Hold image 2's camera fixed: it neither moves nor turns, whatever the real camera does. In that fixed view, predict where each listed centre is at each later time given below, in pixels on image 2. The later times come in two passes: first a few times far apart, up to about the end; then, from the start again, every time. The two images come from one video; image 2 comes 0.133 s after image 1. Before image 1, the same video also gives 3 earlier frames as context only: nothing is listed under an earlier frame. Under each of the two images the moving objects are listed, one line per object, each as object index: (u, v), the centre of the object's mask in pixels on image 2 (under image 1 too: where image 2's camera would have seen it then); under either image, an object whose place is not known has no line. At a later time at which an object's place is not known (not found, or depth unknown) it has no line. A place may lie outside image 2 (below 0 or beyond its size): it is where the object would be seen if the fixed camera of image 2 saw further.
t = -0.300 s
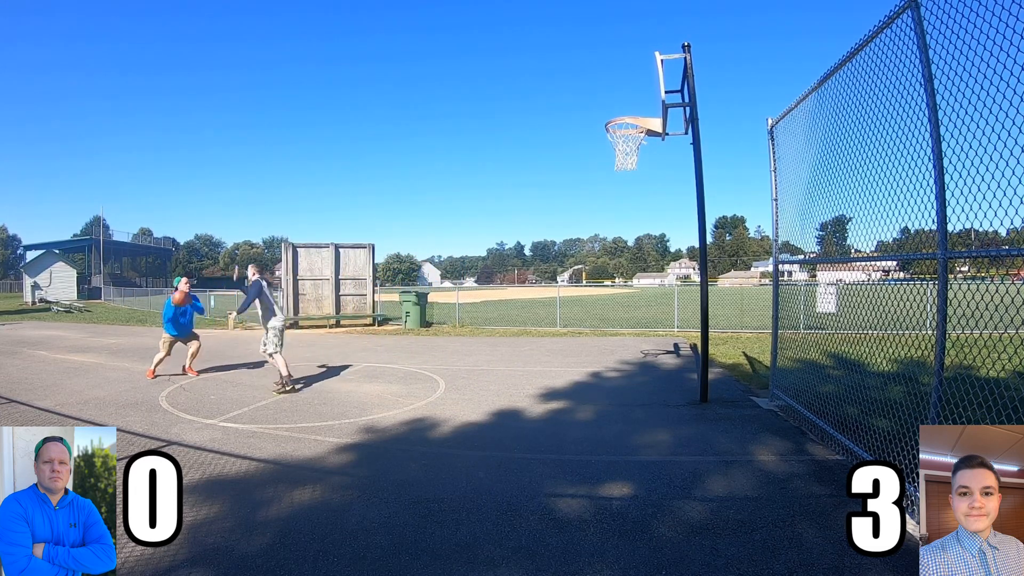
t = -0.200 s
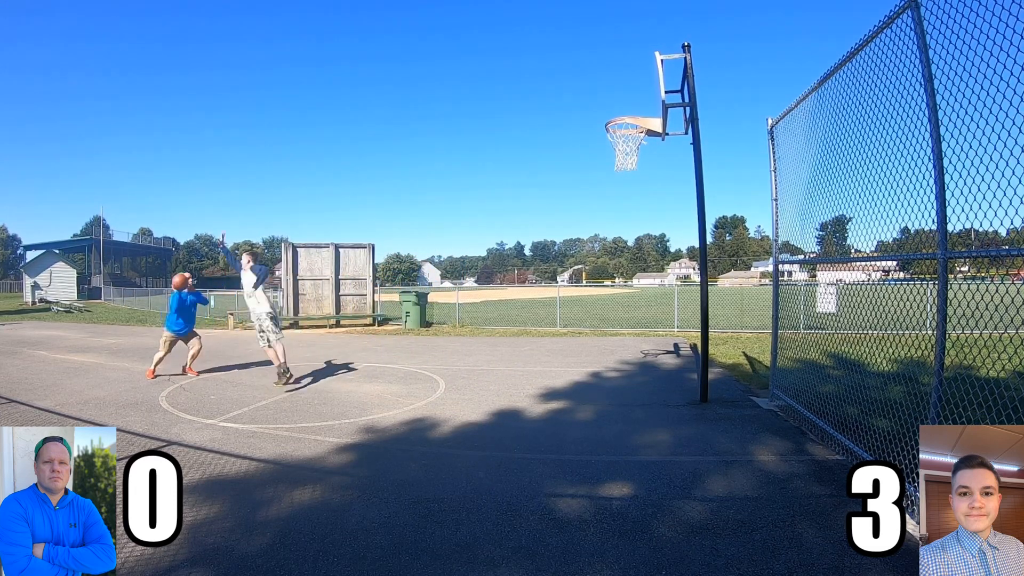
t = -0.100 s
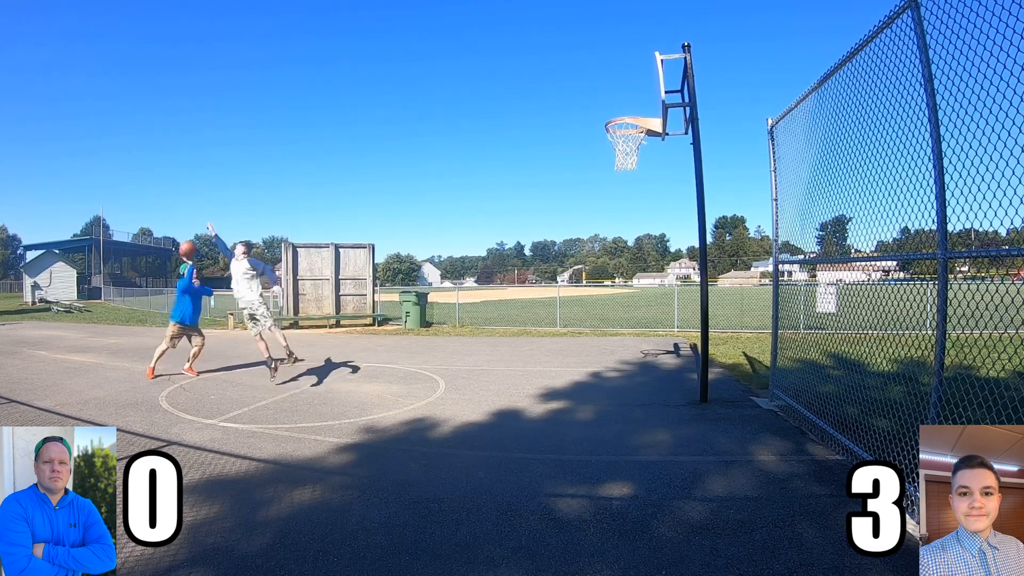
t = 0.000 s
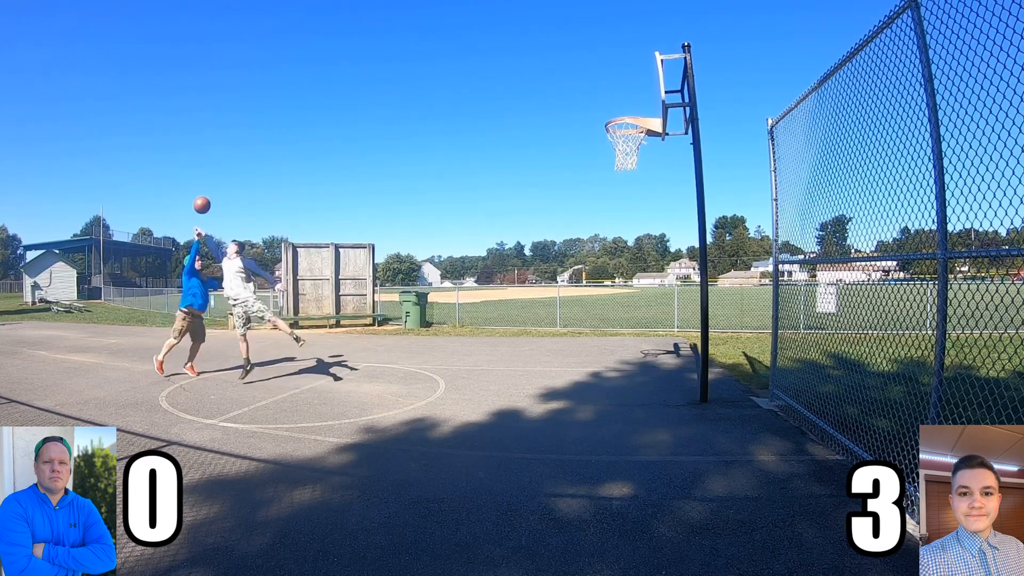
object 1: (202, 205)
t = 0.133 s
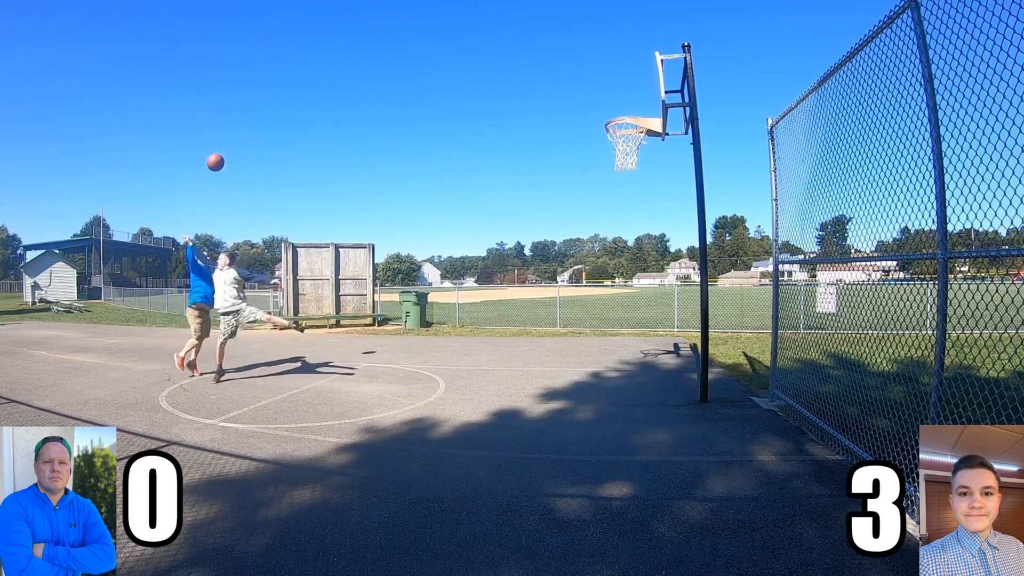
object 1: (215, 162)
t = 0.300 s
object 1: (233, 125)
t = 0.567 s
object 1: (261, 107)
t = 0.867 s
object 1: (291, 153)
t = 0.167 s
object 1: (219, 153)
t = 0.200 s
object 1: (222, 145)
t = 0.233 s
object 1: (226, 138)
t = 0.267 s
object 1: (229, 131)
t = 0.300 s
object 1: (233, 125)
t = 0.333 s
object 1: (236, 120)
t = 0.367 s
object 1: (240, 116)
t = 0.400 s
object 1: (244, 112)
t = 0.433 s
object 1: (247, 110)
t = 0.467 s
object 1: (251, 107)
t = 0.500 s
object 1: (254, 107)
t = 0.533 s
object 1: (258, 106)
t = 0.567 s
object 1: (261, 107)
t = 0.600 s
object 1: (264, 108)
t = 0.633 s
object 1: (268, 110)
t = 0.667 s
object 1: (271, 114)
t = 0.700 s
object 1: (274, 118)
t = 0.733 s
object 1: (278, 123)
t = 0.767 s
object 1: (281, 129)
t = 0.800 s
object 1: (284, 136)
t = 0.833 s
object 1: (288, 144)
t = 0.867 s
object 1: (291, 153)
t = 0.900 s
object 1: (295, 163)
